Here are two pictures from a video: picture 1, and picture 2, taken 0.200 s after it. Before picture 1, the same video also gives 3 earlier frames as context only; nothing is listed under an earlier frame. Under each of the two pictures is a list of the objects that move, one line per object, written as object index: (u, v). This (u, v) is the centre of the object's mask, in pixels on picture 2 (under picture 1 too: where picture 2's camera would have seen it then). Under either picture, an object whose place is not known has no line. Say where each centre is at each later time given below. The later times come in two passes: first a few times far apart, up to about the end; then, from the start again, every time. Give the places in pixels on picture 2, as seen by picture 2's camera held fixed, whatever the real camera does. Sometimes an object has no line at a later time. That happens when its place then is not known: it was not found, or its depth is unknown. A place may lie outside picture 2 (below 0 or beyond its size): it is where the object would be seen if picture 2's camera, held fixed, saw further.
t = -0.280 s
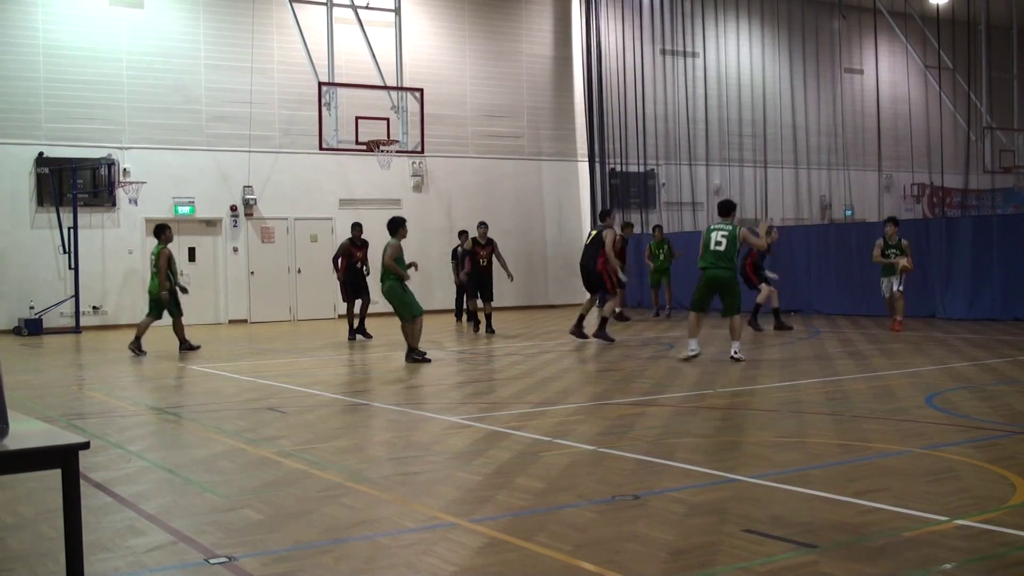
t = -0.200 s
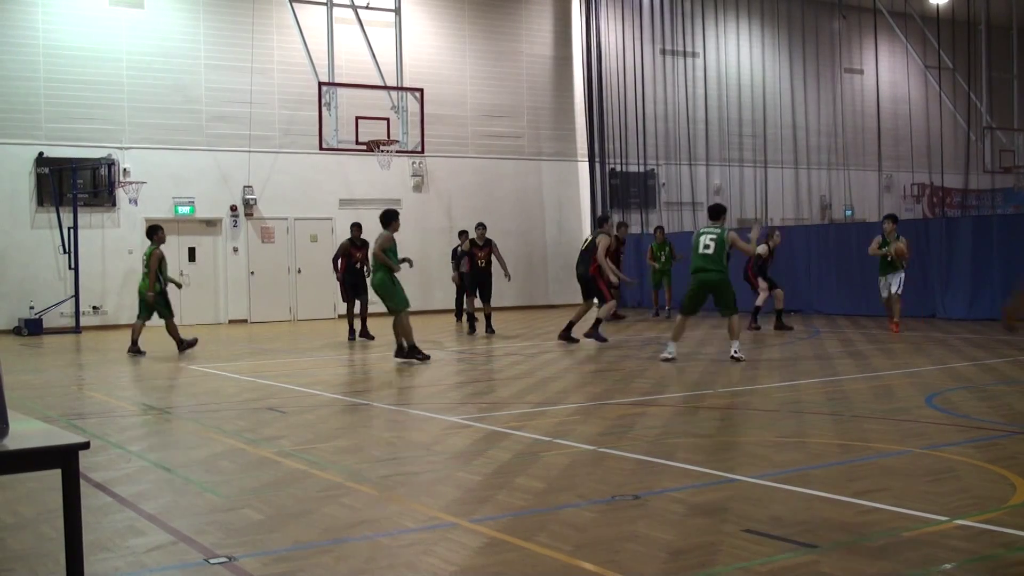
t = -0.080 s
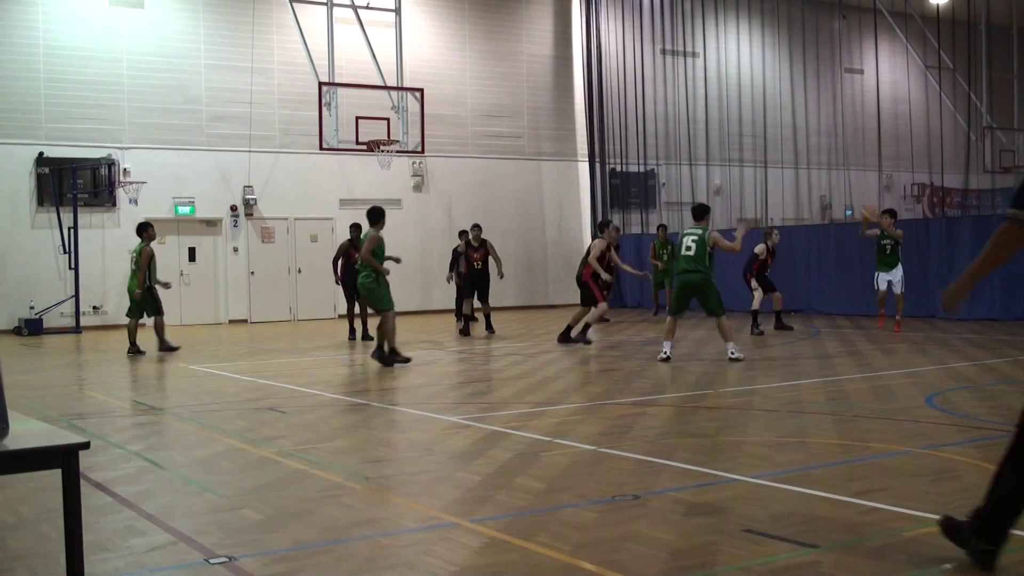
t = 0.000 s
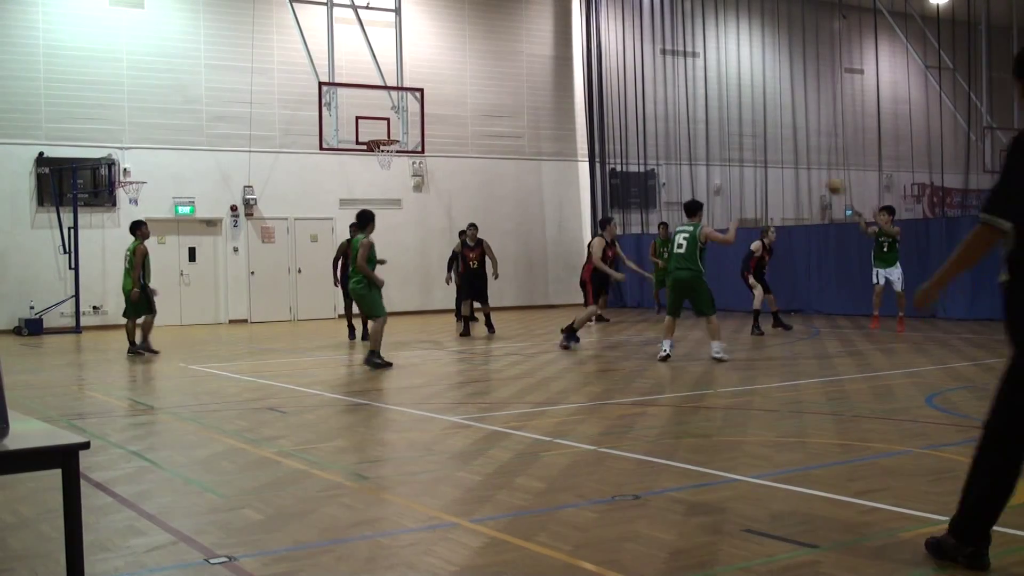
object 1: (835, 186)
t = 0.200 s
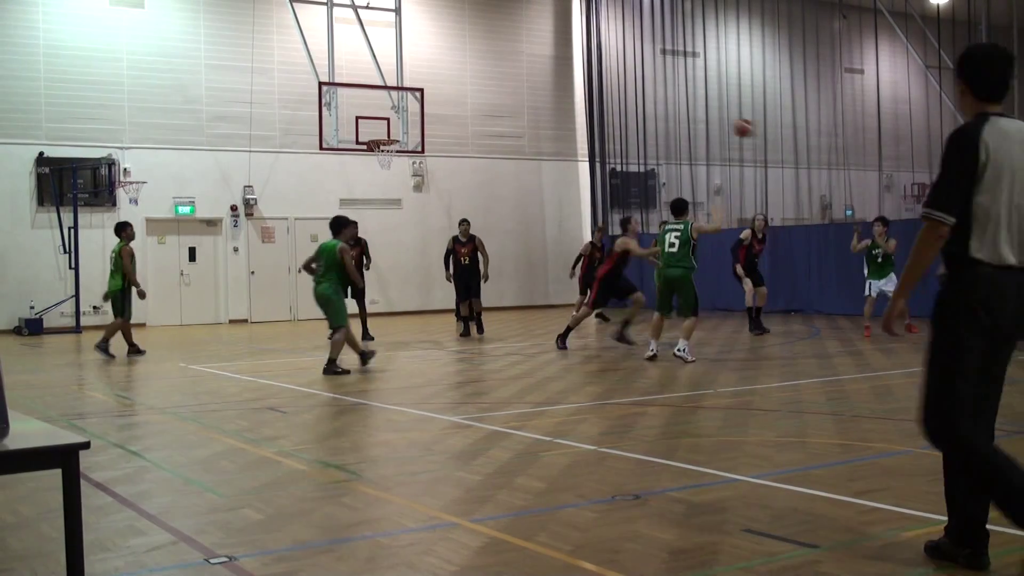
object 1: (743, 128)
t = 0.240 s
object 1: (723, 120)
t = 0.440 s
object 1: (620, 94)
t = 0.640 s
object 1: (504, 101)
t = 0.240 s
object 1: (723, 120)
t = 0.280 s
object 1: (704, 112)
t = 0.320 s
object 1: (683, 105)
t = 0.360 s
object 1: (662, 100)
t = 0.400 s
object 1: (641, 96)
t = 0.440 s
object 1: (620, 94)
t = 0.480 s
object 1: (596, 92)
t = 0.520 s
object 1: (572, 92)
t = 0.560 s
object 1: (551, 94)
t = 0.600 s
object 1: (527, 96)
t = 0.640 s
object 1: (504, 101)
